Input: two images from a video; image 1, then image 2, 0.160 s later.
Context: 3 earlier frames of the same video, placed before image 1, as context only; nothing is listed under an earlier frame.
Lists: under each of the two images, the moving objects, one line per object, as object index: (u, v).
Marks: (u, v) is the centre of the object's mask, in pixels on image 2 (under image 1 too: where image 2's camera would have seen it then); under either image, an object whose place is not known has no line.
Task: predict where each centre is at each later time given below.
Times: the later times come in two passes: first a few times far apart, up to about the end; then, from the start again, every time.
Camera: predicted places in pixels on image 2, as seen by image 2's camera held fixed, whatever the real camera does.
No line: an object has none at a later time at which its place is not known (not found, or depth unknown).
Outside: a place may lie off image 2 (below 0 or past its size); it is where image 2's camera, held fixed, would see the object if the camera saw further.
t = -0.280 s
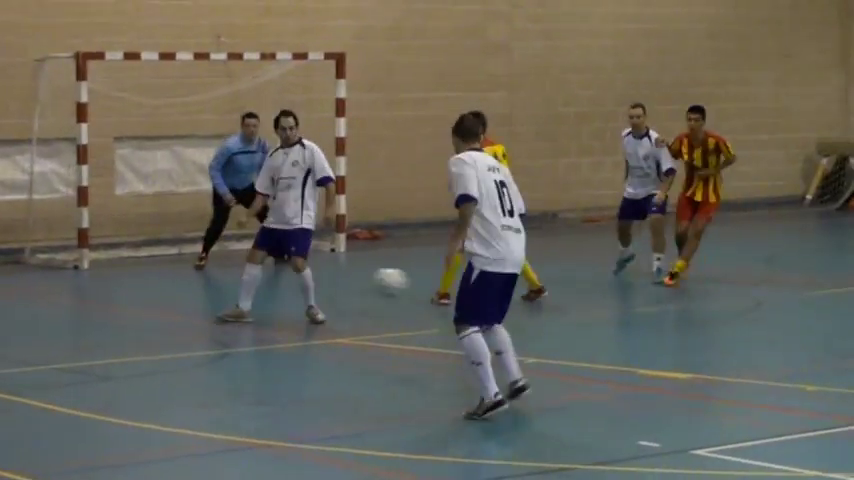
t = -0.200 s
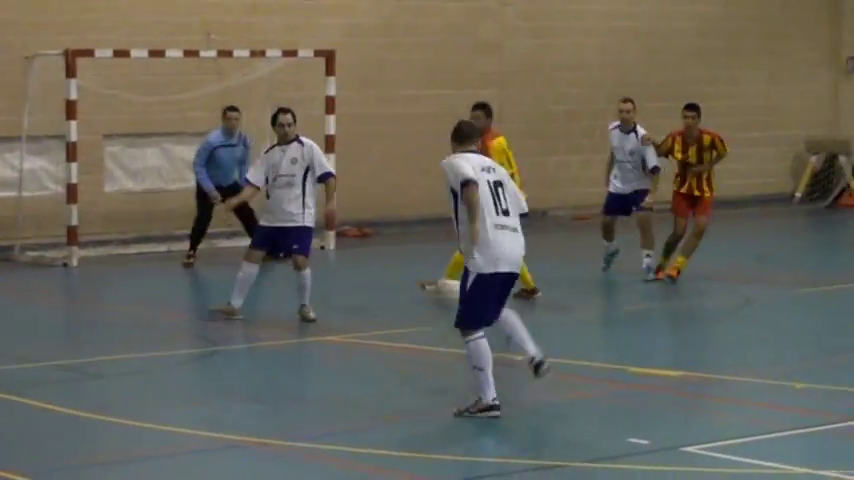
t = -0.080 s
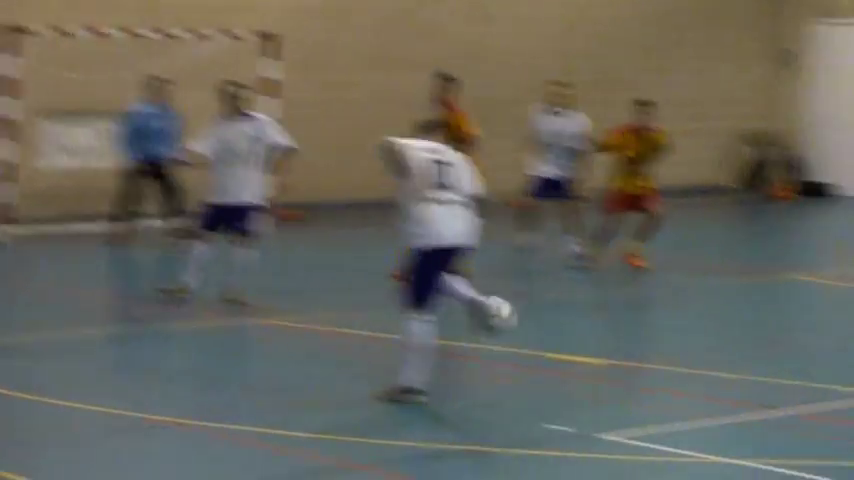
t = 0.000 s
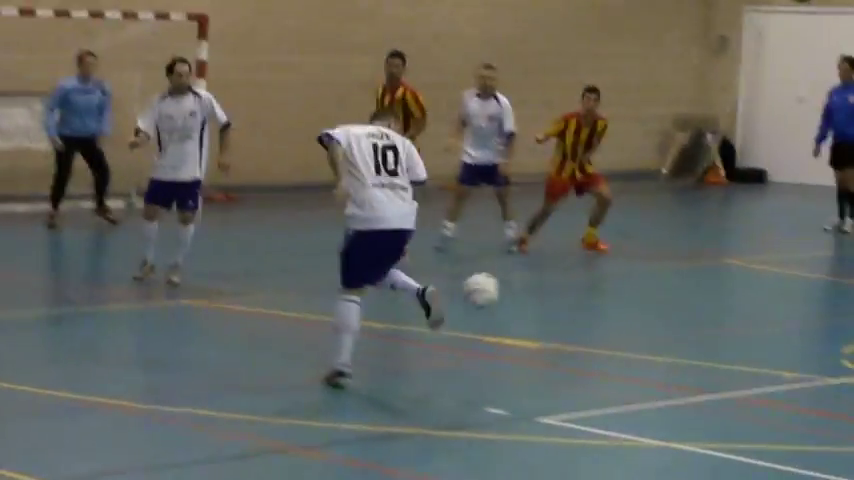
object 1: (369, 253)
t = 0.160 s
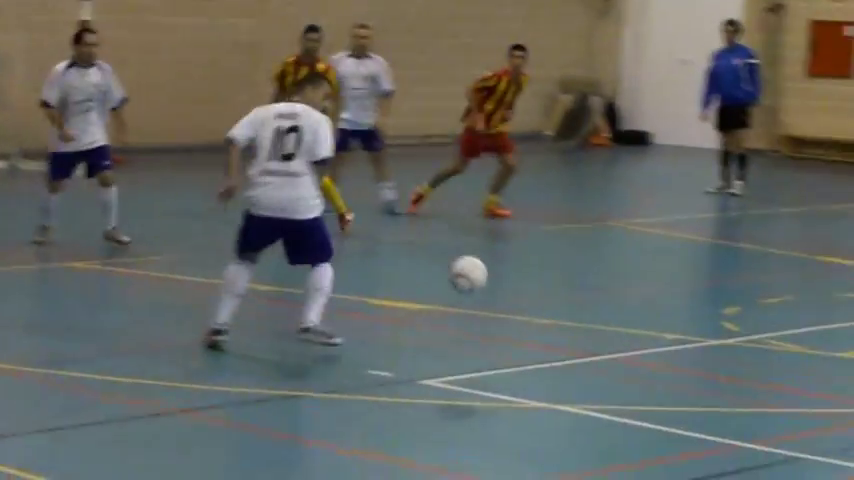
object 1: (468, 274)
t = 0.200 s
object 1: (496, 288)
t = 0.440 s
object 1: (674, 371)
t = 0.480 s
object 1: (705, 368)
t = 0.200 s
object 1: (496, 288)
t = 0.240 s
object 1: (522, 304)
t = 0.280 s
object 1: (551, 324)
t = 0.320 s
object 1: (578, 347)
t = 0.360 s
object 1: (607, 378)
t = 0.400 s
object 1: (640, 378)
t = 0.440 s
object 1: (674, 371)
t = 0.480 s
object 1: (705, 368)
